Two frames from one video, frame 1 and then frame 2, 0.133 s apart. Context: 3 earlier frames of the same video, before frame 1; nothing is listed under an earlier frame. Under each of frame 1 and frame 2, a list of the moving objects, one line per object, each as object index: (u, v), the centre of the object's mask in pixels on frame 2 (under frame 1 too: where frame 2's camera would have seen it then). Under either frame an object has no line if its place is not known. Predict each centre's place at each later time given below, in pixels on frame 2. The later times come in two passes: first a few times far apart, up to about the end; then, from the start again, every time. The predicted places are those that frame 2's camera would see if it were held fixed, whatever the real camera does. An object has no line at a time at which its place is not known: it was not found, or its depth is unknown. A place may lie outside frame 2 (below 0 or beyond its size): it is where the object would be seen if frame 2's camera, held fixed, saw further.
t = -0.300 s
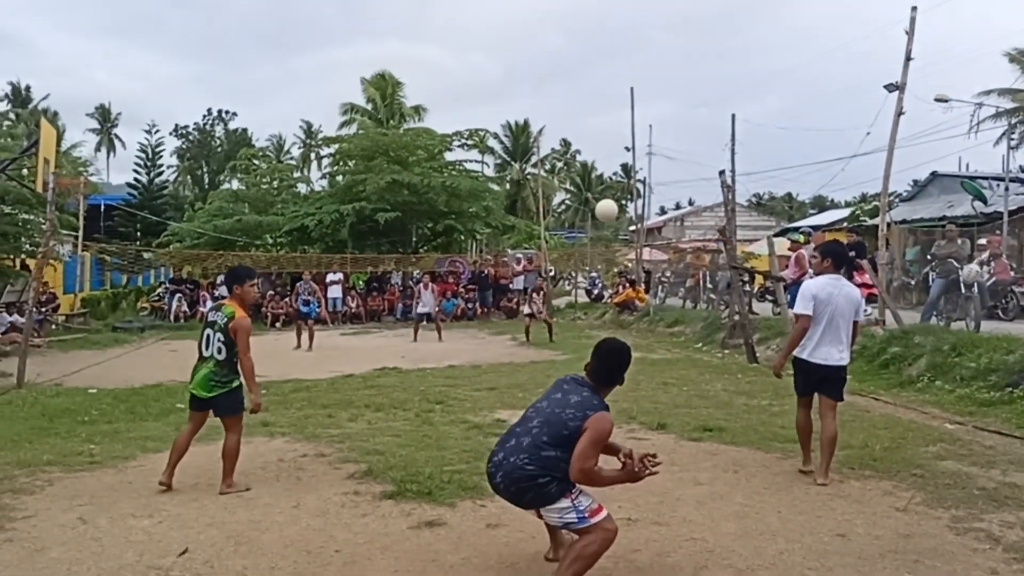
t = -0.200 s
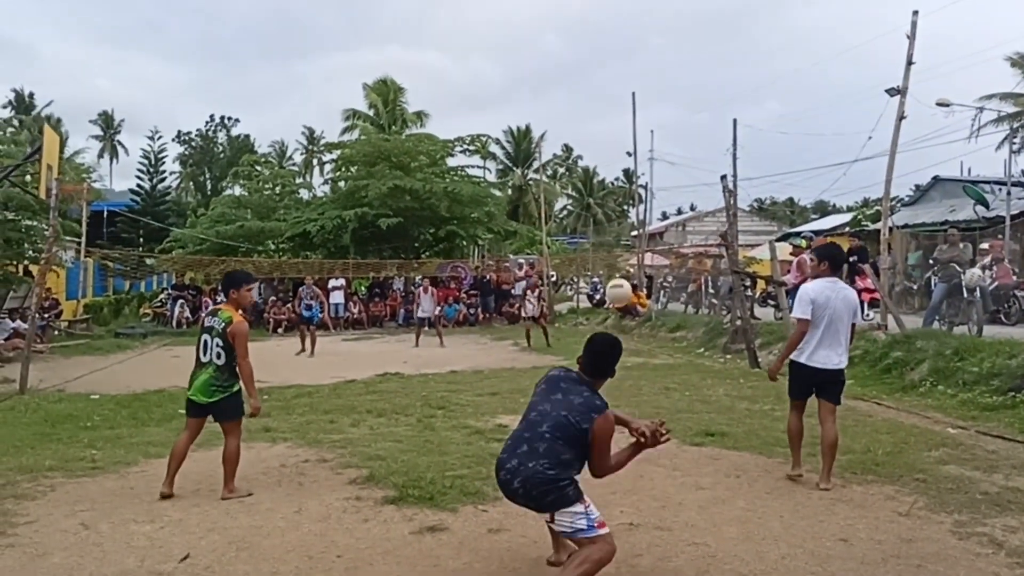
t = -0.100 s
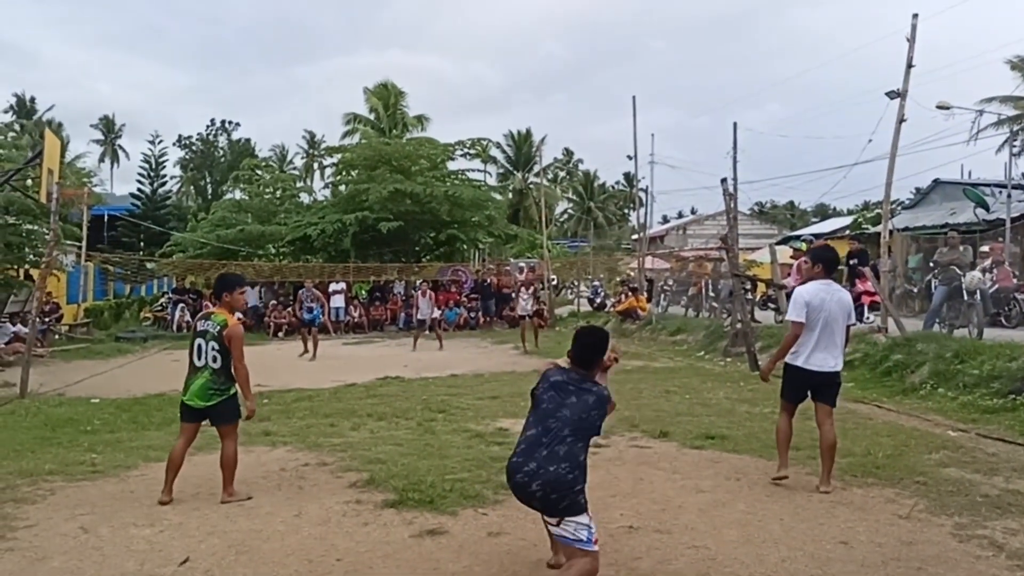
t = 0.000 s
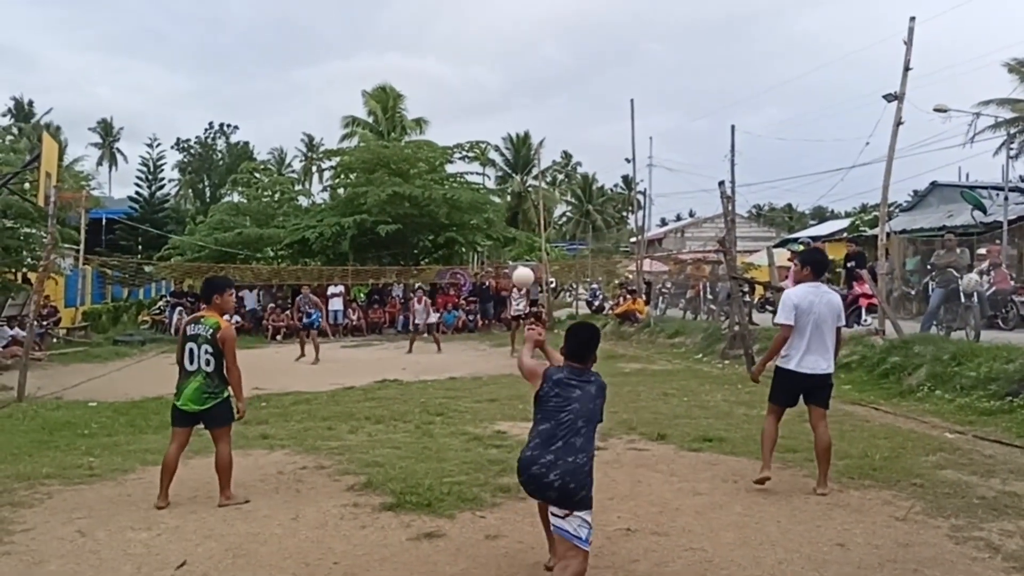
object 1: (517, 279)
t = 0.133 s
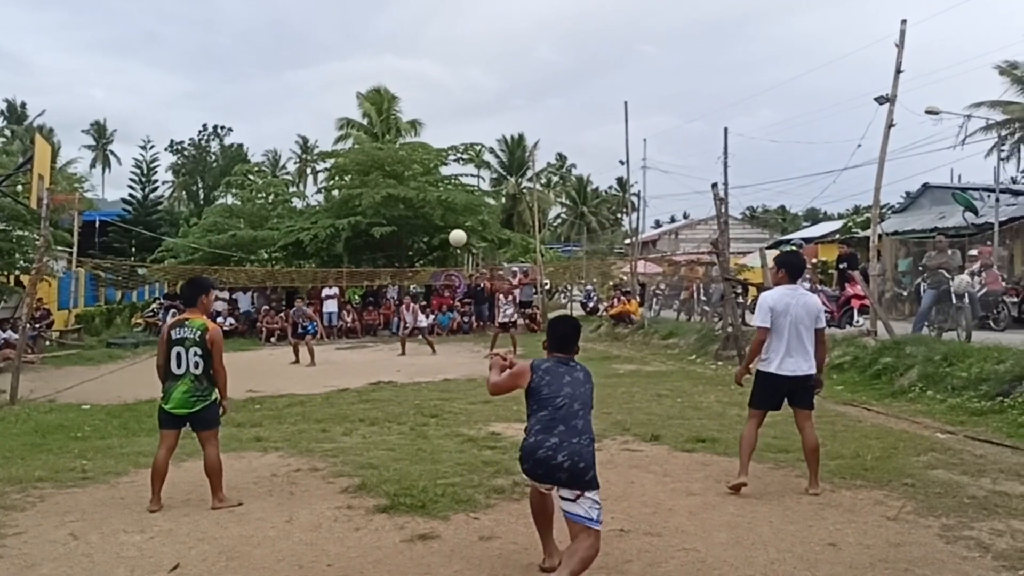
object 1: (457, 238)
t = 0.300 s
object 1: (410, 224)
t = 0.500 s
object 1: (371, 237)
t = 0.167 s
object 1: (446, 233)
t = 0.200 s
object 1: (436, 229)
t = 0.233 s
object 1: (427, 226)
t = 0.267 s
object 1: (418, 224)
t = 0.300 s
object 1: (410, 224)
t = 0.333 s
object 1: (402, 224)
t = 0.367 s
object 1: (395, 226)
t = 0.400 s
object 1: (388, 228)
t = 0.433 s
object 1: (382, 231)
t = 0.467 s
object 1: (377, 234)
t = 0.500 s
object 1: (371, 237)
